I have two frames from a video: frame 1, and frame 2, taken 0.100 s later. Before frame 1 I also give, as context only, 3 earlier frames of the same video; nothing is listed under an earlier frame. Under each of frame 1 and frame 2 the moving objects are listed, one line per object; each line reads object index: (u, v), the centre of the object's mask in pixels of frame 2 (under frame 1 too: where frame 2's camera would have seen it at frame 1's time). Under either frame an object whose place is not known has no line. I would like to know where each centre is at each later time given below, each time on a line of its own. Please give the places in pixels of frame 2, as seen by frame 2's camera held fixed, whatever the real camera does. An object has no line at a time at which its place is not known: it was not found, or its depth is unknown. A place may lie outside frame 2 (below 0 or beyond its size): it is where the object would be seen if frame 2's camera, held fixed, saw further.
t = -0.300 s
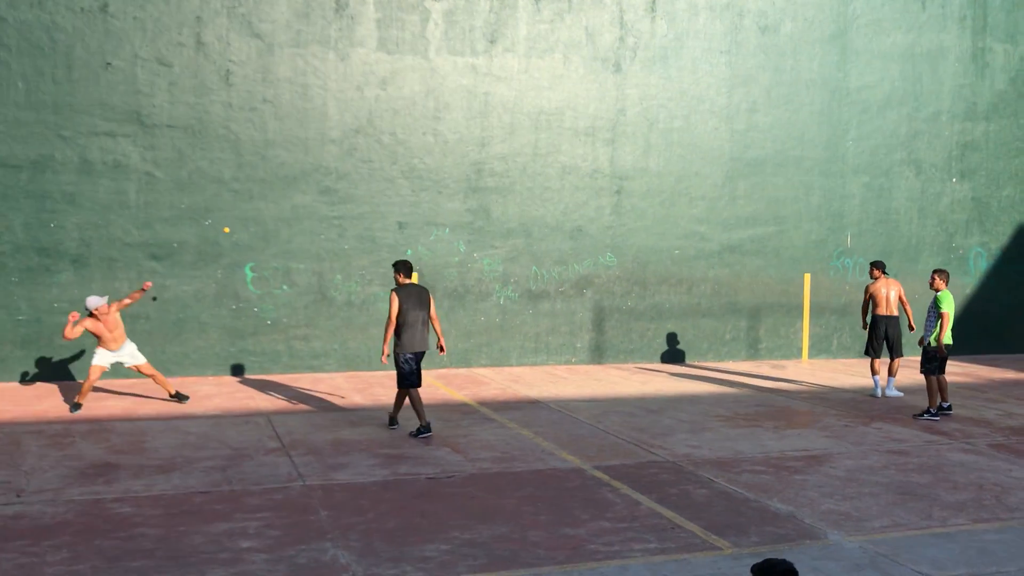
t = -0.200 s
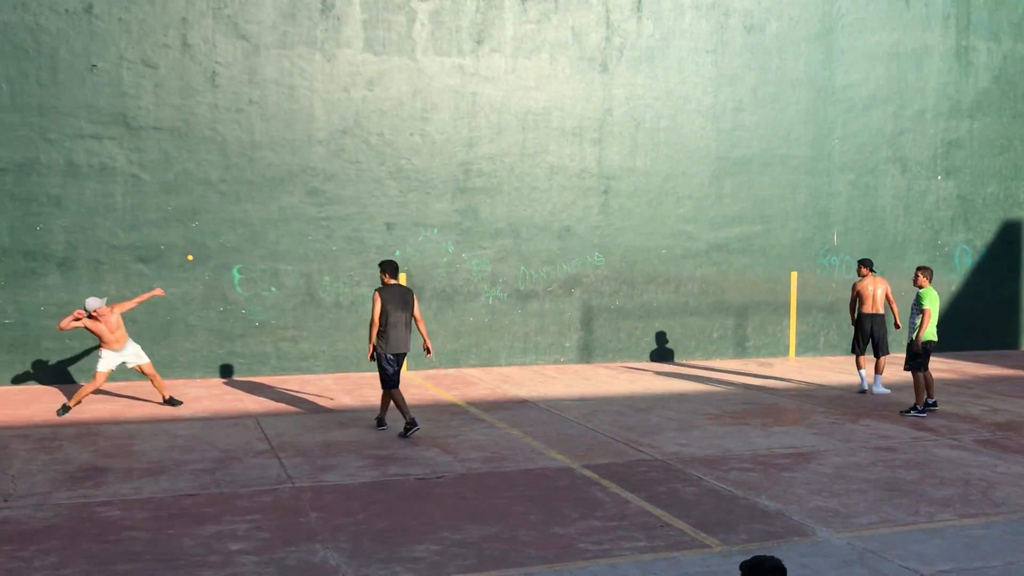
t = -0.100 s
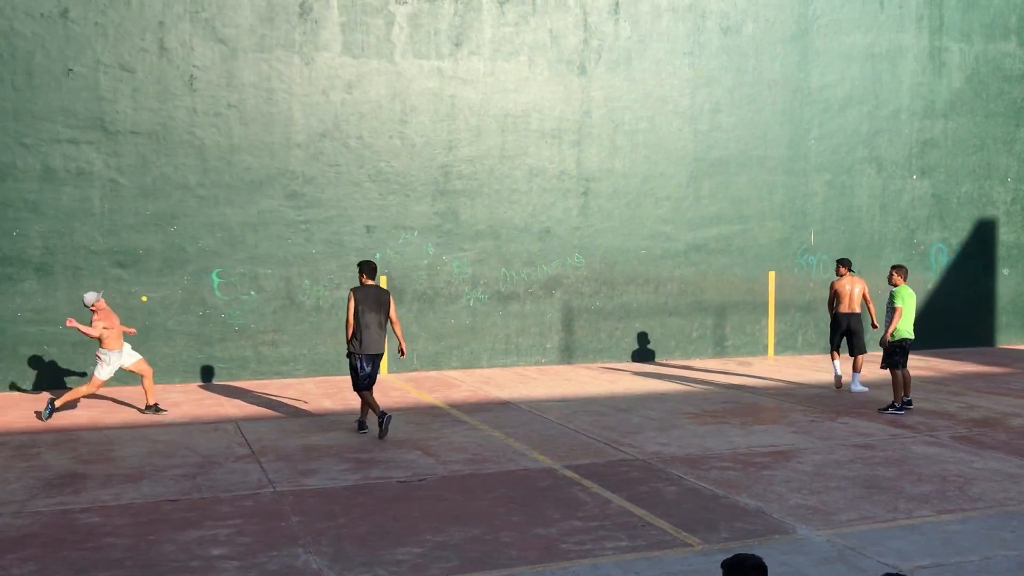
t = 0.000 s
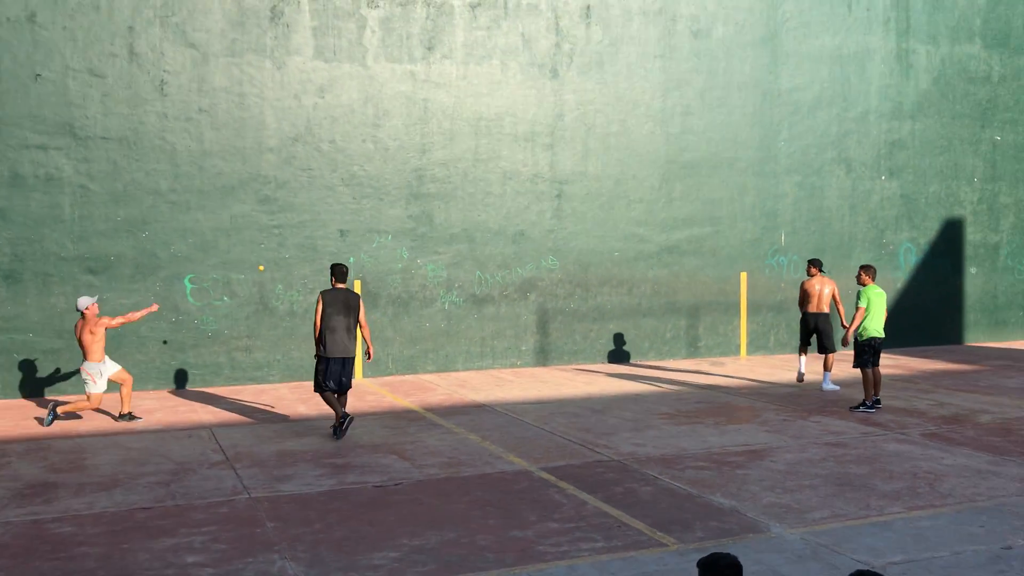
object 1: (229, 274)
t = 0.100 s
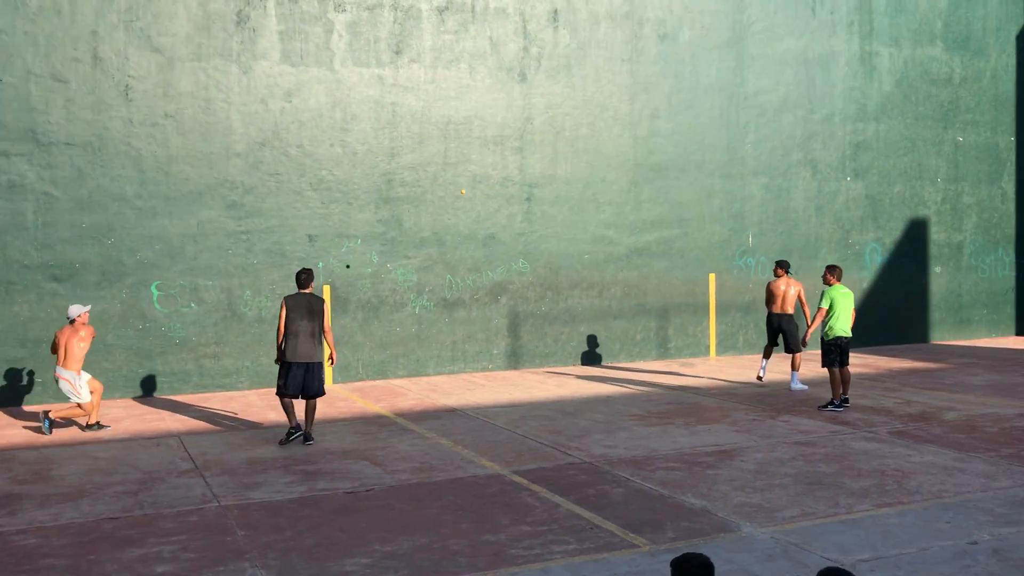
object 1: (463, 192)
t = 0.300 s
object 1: (785, 92)
